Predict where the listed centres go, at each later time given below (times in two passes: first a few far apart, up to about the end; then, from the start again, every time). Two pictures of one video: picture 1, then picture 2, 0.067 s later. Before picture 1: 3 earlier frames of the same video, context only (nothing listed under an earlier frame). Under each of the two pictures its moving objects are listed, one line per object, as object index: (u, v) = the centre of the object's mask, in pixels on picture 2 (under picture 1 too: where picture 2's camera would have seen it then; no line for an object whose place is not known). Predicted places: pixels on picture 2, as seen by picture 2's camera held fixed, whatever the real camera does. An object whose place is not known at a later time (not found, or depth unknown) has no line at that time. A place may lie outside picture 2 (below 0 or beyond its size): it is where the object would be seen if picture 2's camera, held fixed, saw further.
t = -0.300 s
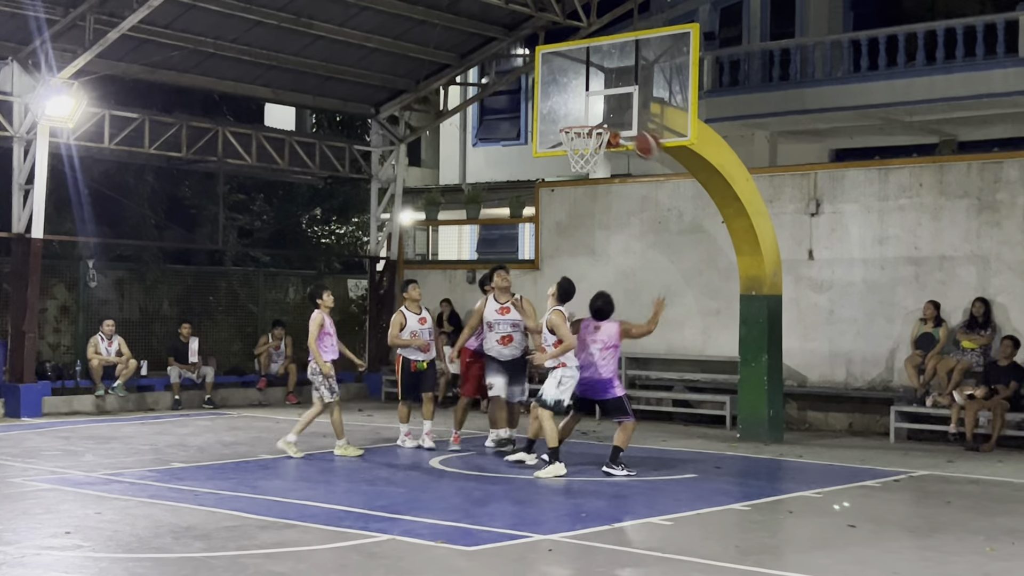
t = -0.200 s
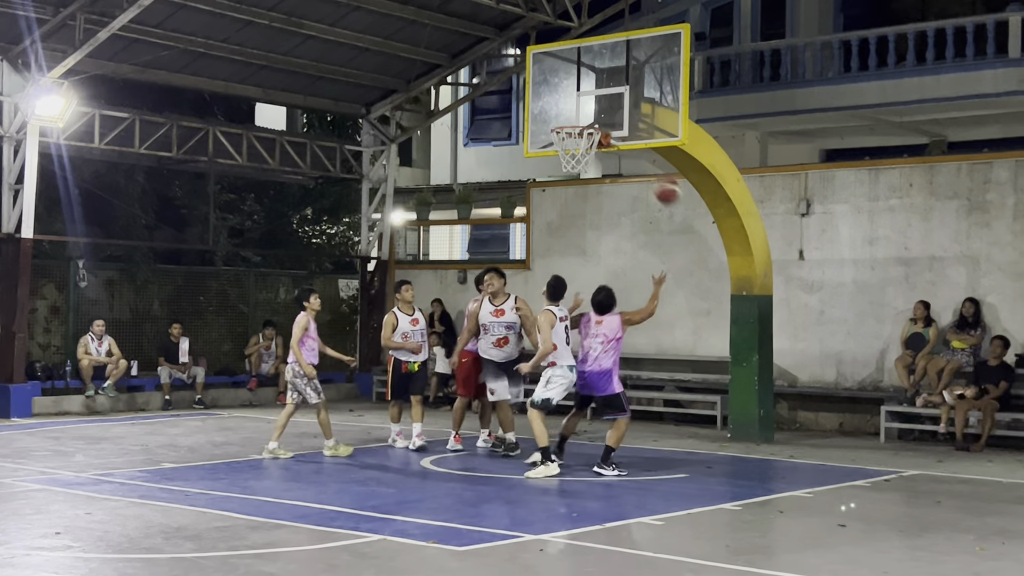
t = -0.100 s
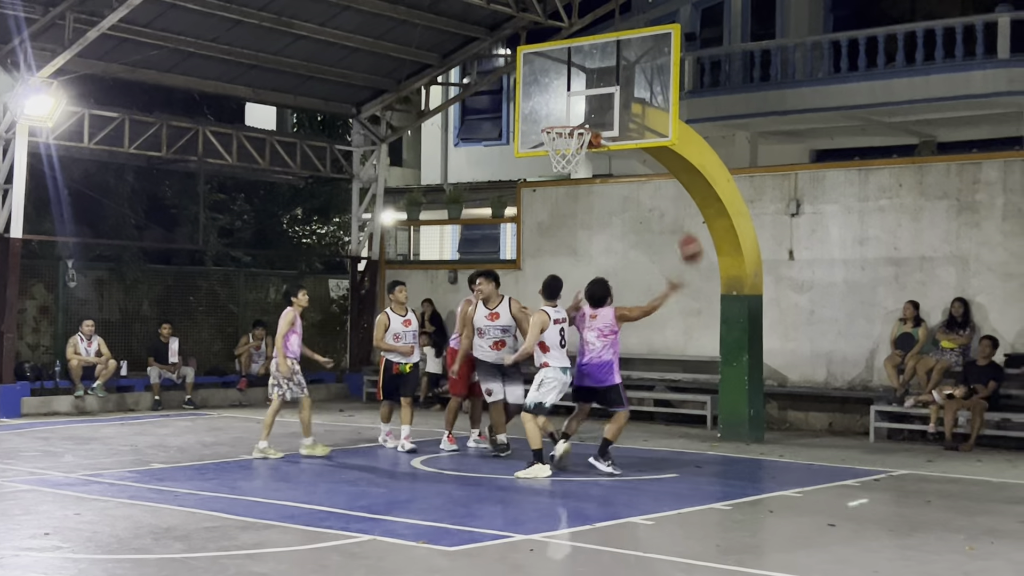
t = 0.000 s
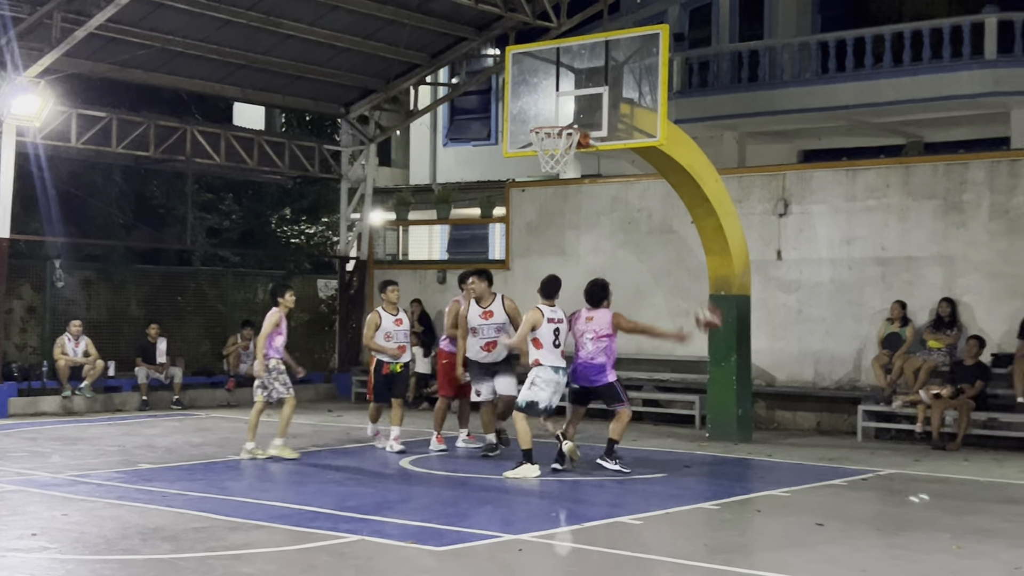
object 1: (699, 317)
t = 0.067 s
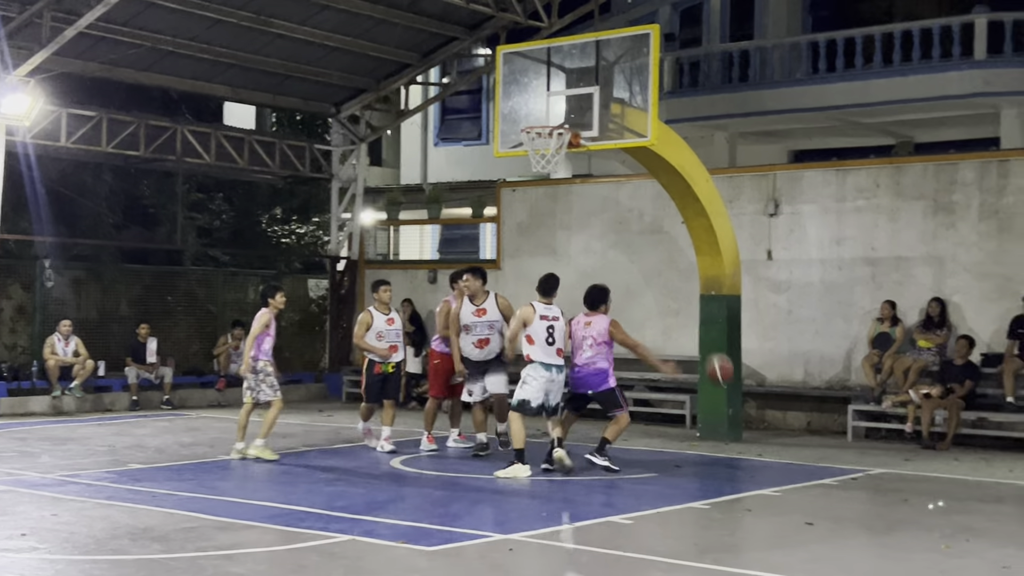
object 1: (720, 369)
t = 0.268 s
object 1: (768, 396)
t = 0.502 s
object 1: (804, 280)
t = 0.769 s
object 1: (847, 223)
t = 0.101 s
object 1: (730, 397)
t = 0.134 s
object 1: (740, 429)
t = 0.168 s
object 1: (750, 458)
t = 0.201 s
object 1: (756, 440)
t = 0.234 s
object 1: (761, 415)
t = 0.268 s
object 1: (768, 396)
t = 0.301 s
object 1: (773, 375)
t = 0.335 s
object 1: (779, 358)
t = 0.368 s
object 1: (784, 340)
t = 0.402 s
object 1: (788, 324)
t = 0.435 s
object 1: (794, 307)
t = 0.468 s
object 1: (798, 293)
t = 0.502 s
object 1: (804, 280)
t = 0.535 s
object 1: (810, 269)
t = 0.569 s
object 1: (815, 258)
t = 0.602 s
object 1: (819, 250)
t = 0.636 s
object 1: (825, 242)
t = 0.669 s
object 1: (831, 235)
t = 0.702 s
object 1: (836, 230)
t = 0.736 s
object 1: (841, 226)
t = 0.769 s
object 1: (847, 223)
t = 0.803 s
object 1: (852, 221)
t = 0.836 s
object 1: (858, 221)
